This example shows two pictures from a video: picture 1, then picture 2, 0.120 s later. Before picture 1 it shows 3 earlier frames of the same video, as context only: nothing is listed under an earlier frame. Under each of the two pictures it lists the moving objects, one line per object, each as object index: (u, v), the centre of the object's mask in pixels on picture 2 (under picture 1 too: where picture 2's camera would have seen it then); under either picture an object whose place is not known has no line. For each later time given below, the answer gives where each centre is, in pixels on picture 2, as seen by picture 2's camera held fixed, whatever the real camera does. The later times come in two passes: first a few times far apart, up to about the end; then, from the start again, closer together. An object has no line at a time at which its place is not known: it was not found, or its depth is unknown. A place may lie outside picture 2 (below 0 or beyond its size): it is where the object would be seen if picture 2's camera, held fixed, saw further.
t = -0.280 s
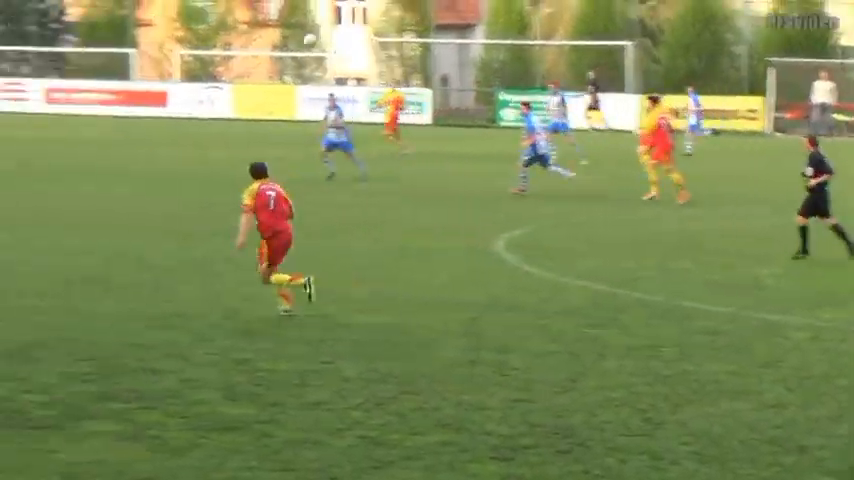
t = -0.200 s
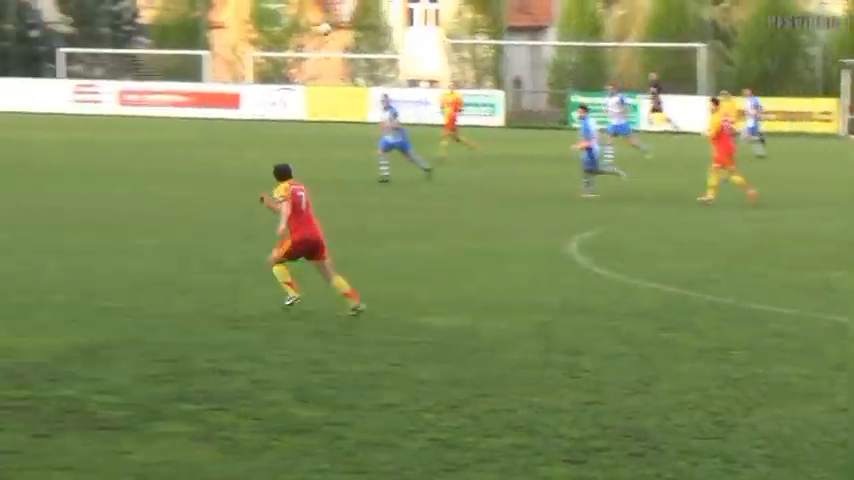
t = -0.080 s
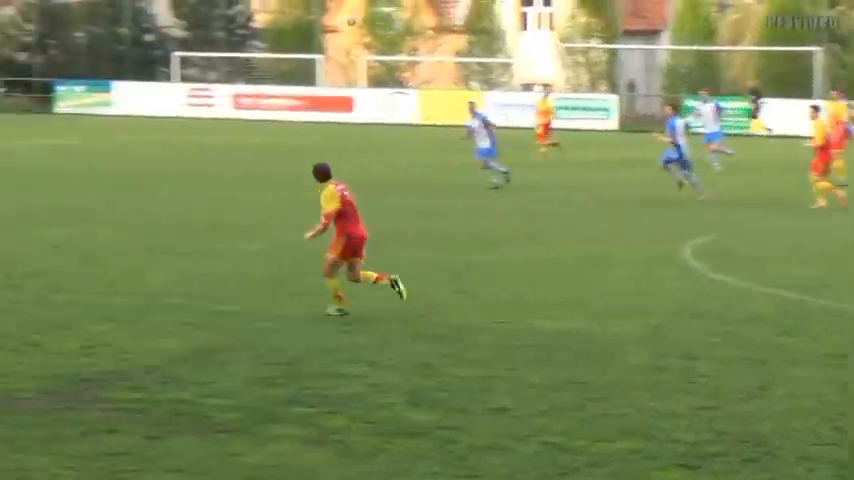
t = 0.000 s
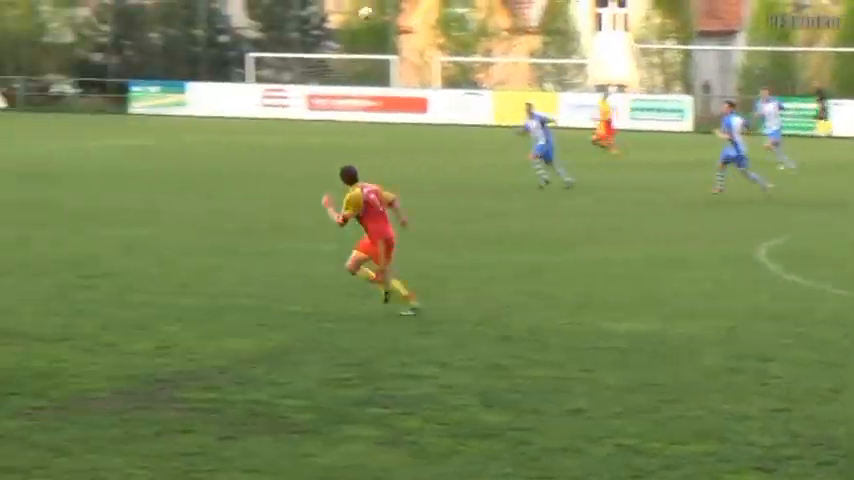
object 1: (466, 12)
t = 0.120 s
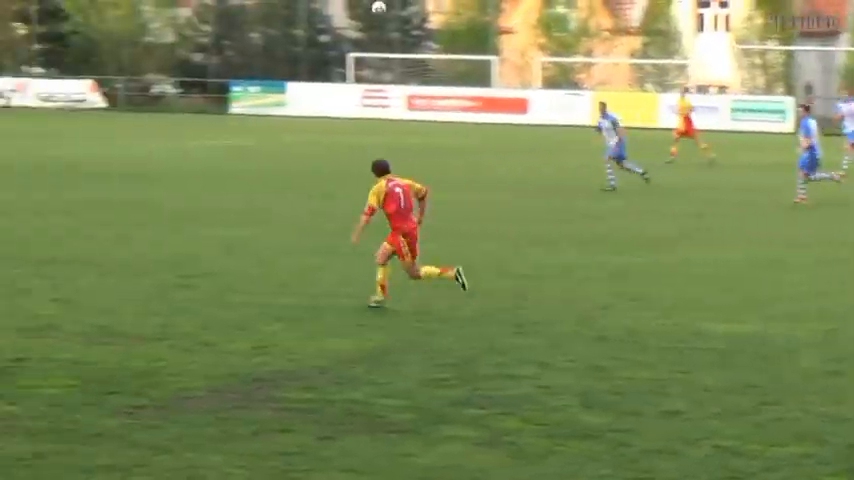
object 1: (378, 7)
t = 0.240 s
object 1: (289, 8)
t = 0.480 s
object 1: (104, 26)
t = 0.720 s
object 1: (-97, 75)
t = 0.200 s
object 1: (318, 7)
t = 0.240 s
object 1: (289, 8)
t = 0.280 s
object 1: (260, 9)
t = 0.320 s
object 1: (229, 12)
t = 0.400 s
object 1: (167, 18)
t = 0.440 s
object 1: (136, 21)
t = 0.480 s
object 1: (104, 26)
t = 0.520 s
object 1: (72, 33)
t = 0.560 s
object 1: (39, 39)
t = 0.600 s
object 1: (6, 47)
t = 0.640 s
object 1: (-27, 55)
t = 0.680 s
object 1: (-62, 64)
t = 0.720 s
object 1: (-97, 75)
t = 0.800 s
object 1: (-171, 99)
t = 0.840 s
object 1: (-208, 113)
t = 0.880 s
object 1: (-245, 128)
